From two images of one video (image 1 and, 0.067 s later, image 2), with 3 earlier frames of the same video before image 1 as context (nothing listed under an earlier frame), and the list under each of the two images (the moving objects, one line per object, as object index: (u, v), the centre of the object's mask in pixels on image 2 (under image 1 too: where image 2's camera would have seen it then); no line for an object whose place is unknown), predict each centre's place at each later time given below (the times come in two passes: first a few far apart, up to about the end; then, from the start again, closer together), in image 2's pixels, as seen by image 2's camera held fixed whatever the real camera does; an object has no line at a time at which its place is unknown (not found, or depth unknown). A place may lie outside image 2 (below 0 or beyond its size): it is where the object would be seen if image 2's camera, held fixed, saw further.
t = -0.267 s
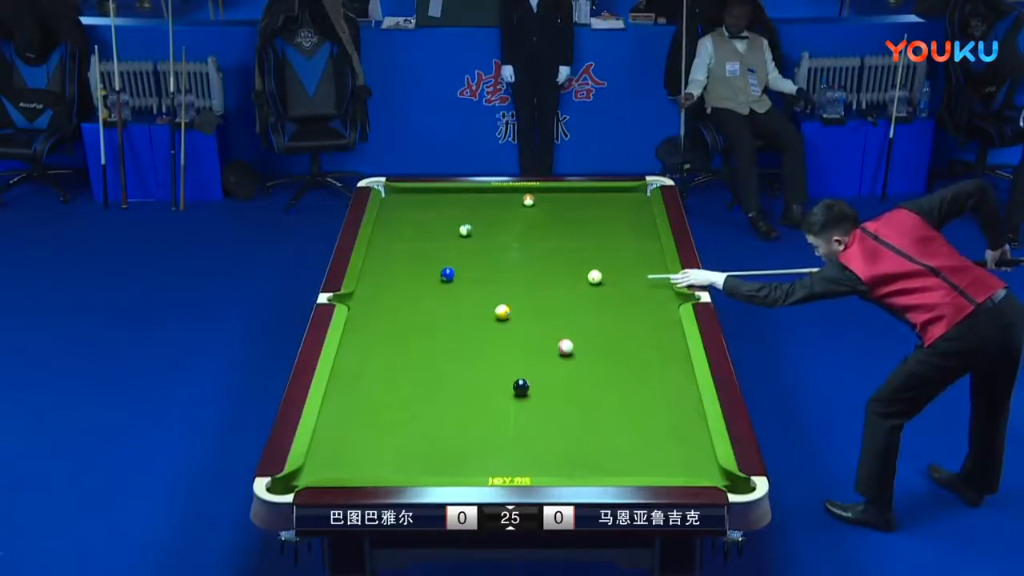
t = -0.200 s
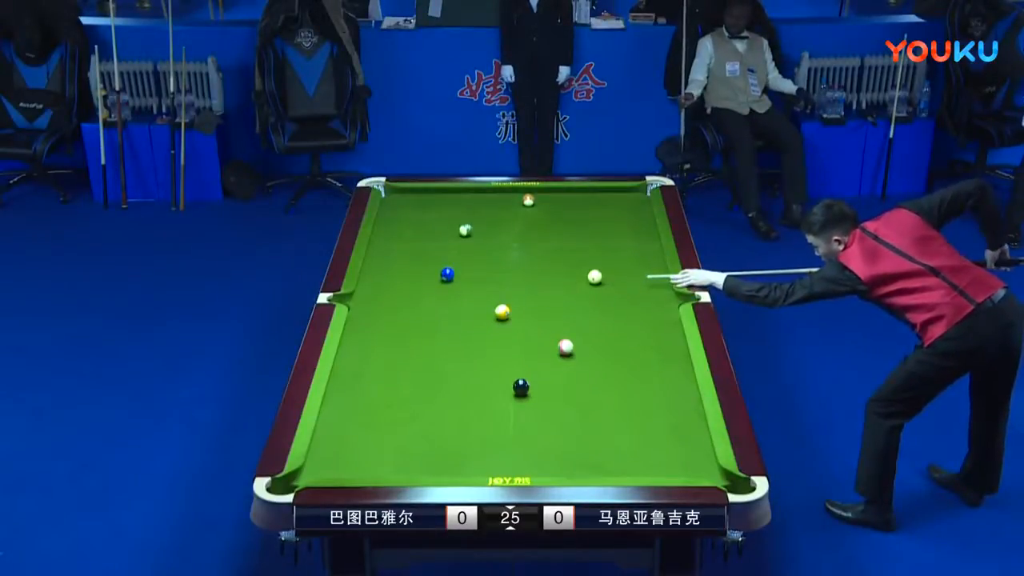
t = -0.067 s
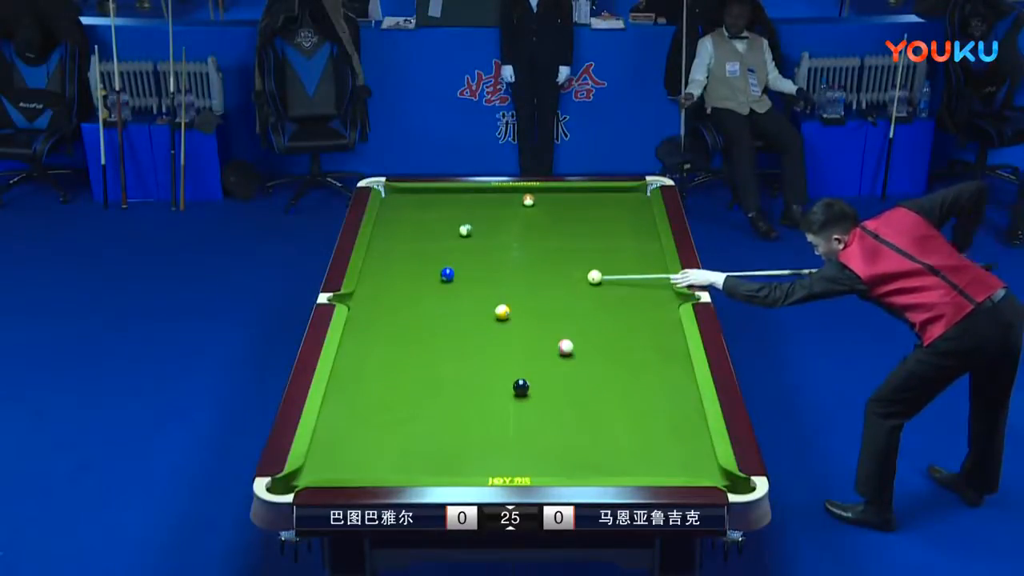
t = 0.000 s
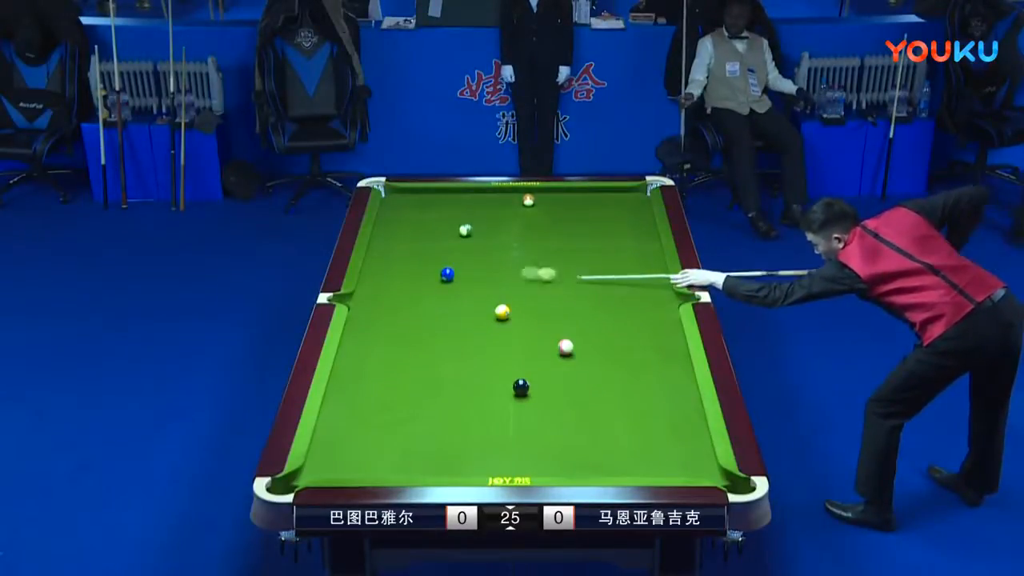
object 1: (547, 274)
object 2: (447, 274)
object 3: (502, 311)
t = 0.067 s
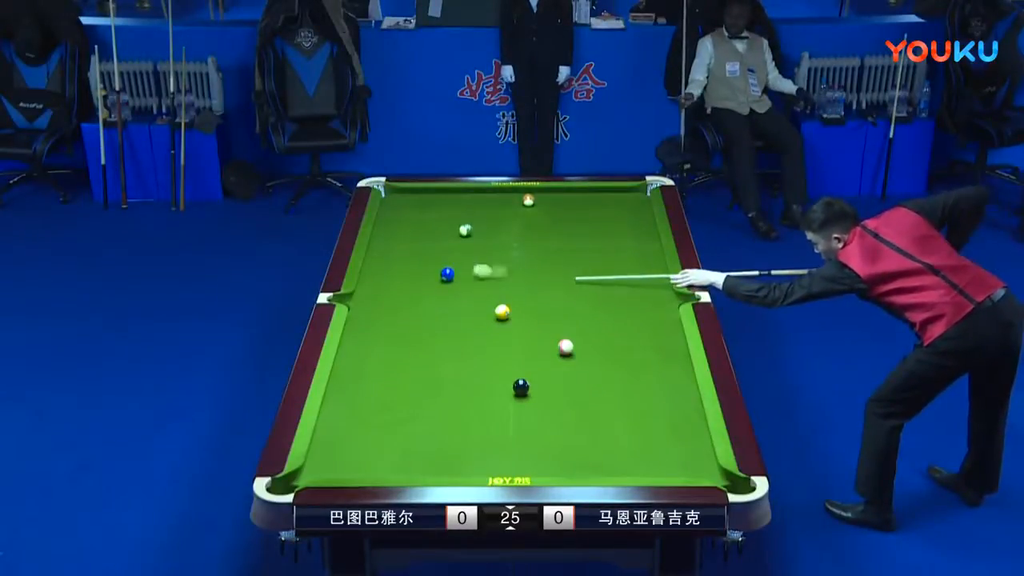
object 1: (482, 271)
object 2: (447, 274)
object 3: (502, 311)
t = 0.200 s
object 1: (427, 256)
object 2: (408, 287)
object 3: (502, 312)
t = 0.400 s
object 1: (381, 231)
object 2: (351, 301)
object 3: (502, 312)
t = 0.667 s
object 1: (435, 207)
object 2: (392, 290)
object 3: (502, 312)
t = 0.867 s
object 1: (469, 191)
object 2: (422, 284)
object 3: (502, 312)
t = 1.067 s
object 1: (504, 199)
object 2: (450, 279)
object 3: (502, 312)
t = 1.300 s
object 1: (545, 210)
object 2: (481, 274)
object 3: (502, 312)
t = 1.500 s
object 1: (580, 220)
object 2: (507, 270)
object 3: (502, 312)
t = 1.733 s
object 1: (622, 231)
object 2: (535, 265)
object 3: (502, 312)
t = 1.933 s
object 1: (651, 241)
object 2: (558, 261)
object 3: (502, 312)
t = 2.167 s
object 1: (626, 254)
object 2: (583, 257)
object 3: (502, 312)
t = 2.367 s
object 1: (606, 265)
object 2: (604, 251)
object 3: (502, 312)
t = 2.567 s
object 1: (585, 276)
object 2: (623, 249)
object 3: (502, 312)
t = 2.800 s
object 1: (561, 288)
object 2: (645, 246)
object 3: (502, 312)
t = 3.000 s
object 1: (541, 299)
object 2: (651, 243)
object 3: (502, 312)
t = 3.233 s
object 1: (517, 312)
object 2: (639, 241)
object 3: (501, 312)
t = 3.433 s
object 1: (513, 322)
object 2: (630, 240)
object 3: (484, 313)
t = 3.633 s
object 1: (509, 331)
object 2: (622, 238)
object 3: (469, 314)
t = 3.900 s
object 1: (503, 344)
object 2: (612, 238)
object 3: (451, 316)
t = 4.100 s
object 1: (499, 353)
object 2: (606, 237)
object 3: (439, 317)
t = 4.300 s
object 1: (495, 362)
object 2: (600, 236)
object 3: (427, 317)
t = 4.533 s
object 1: (491, 372)
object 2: (595, 235)
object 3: (414, 319)
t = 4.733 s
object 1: (487, 381)
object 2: (591, 235)
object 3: (404, 320)
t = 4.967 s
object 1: (483, 390)
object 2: (587, 234)
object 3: (394, 320)
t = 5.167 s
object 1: (480, 398)
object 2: (584, 233)
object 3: (385, 321)
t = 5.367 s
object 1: (476, 406)
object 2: (583, 233)
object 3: (378, 321)
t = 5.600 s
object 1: (473, 414)
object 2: (582, 233)
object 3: (370, 322)
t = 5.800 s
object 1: (471, 420)
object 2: (583, 233)
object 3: (365, 322)
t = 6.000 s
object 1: (469, 426)
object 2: (583, 233)
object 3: (360, 323)
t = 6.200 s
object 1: (466, 432)
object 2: (583, 233)
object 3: (356, 323)
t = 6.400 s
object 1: (464, 437)
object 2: (583, 234)
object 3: (353, 324)
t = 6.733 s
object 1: (461, 445)
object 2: (583, 234)
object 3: (352, 323)
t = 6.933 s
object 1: (460, 449)
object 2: (583, 233)
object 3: (352, 323)
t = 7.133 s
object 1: (459, 452)
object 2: (583, 234)
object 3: (352, 323)
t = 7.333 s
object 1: (457, 455)
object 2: (583, 233)
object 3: (352, 323)
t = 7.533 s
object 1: (457, 457)
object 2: (583, 234)
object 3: (352, 323)
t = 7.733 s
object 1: (456, 459)
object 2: (583, 234)
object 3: (352, 323)
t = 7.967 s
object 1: (456, 460)
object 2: (583, 234)
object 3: (352, 324)
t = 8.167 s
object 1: (456, 460)
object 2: (583, 234)
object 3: (352, 324)
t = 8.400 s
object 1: (456, 460)
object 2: (583, 234)
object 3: (352, 324)
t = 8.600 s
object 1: (456, 460)
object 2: (583, 234)
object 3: (352, 324)
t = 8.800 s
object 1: (456, 460)
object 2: (583, 234)
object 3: (352, 324)
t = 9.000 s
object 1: (456, 460)
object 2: (583, 234)
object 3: (352, 324)
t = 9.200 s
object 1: (456, 460)
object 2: (583, 234)
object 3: (352, 324)
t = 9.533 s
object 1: (456, 460)
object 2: (583, 234)
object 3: (352, 324)
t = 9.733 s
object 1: (456, 460)
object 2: (583, 234)
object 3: (352, 324)
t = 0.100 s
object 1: (466, 270)
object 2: (446, 274)
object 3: (502, 312)
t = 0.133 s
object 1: (447, 265)
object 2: (435, 278)
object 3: (502, 312)
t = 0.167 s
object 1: (434, 259)
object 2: (420, 283)
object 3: (502, 312)
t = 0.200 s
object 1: (427, 256)
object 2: (408, 287)
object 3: (502, 312)
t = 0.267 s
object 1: (403, 246)
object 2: (382, 295)
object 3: (502, 311)
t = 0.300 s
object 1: (397, 243)
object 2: (372, 298)
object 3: (502, 312)
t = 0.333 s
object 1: (387, 238)
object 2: (360, 302)
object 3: (502, 312)
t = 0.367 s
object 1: (378, 234)
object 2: (350, 304)
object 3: (502, 312)
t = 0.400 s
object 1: (381, 231)
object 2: (351, 301)
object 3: (502, 312)
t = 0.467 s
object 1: (396, 224)
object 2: (357, 295)
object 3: (502, 312)
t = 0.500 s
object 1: (403, 221)
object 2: (364, 294)
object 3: (502, 312)
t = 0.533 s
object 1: (410, 219)
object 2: (370, 293)
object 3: (502, 312)
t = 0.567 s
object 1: (416, 216)
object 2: (376, 292)
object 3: (502, 312)
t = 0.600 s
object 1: (422, 213)
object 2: (381, 291)
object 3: (502, 312)
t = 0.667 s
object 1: (435, 207)
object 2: (392, 290)
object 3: (502, 312)
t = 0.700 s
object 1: (441, 205)
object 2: (397, 289)
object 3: (502, 312)
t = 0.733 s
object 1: (447, 202)
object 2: (401, 288)
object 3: (502, 312)
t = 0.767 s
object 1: (453, 199)
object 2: (407, 287)
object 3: (502, 312)
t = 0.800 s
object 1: (458, 197)
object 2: (411, 286)
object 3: (502, 312)
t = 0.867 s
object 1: (469, 191)
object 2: (422, 284)
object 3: (502, 312)
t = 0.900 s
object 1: (475, 191)
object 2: (426, 284)
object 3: (502, 312)
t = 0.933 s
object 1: (480, 193)
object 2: (430, 283)
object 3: (502, 312)
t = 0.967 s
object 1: (487, 195)
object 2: (436, 282)
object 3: (502, 312)
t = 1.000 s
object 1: (492, 196)
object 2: (441, 281)
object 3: (502, 312)
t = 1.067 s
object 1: (504, 199)
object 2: (450, 279)
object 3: (502, 312)
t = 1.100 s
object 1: (510, 201)
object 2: (454, 279)
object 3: (502, 312)
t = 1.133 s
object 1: (515, 202)
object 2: (458, 278)
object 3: (502, 312)
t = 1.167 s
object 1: (521, 205)
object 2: (463, 277)
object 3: (502, 312)
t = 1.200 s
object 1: (528, 206)
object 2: (468, 276)
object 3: (502, 312)
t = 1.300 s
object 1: (545, 210)
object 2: (481, 274)
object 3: (502, 312)
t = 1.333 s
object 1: (550, 212)
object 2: (486, 273)
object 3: (502, 312)
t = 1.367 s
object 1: (557, 214)
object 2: (490, 273)
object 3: (502, 312)
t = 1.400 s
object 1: (562, 215)
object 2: (494, 272)
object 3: (502, 312)
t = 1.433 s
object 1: (568, 216)
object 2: (499, 271)
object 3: (502, 312)
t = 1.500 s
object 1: (580, 220)
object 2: (507, 270)
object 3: (502, 312)
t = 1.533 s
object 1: (586, 222)
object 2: (511, 269)
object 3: (502, 312)
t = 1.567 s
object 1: (593, 223)
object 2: (515, 269)
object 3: (502, 312)
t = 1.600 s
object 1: (598, 225)
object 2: (519, 267)
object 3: (502, 312)
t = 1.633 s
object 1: (604, 226)
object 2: (523, 266)
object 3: (502, 312)
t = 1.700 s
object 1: (616, 230)
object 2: (531, 265)
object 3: (502, 312)
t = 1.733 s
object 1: (622, 231)
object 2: (535, 265)
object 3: (502, 312)
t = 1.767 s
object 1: (629, 233)
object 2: (539, 264)
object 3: (502, 312)
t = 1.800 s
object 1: (635, 234)
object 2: (543, 263)
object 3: (502, 312)
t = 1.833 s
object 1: (641, 236)
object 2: (546, 263)
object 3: (502, 312)
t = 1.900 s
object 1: (653, 240)
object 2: (554, 262)
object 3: (502, 312)
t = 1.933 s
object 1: (651, 241)
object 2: (558, 261)
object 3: (502, 312)
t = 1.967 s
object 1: (647, 243)
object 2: (562, 260)
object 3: (502, 312)
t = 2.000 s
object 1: (643, 245)
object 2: (565, 260)
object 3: (502, 312)
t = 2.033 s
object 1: (640, 247)
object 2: (569, 259)
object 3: (502, 312)
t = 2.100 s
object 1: (633, 250)
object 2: (576, 258)
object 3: (502, 312)
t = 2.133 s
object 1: (630, 252)
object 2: (580, 257)
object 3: (502, 312)
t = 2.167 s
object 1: (626, 254)
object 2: (583, 257)
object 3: (502, 312)
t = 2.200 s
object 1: (623, 256)
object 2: (586, 256)
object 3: (502, 312)
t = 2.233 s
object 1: (620, 258)
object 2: (591, 255)
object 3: (502, 312)
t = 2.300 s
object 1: (613, 261)
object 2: (597, 254)
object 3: (502, 312)
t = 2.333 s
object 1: (610, 263)
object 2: (599, 253)
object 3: (502, 312)
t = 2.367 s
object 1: (606, 265)
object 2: (604, 251)
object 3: (502, 312)
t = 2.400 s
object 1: (602, 266)
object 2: (607, 252)
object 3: (502, 312)
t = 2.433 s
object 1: (599, 268)
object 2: (610, 252)
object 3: (502, 312)
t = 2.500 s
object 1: (592, 271)
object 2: (617, 250)
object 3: (502, 312)
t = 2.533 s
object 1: (589, 273)
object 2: (620, 250)
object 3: (502, 311)
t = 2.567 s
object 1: (585, 276)
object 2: (623, 249)
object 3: (502, 312)
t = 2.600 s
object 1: (582, 277)
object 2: (627, 249)
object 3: (502, 312)
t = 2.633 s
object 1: (579, 279)
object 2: (629, 248)
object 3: (502, 312)
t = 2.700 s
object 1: (572, 283)
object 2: (636, 247)
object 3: (502, 312)
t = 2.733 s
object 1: (568, 285)
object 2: (639, 247)
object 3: (502, 312)
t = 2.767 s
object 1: (564, 287)
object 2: (642, 246)
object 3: (502, 312)
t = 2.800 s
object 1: (561, 288)
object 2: (645, 246)
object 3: (502, 312)
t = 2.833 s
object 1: (558, 290)
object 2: (648, 246)
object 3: (502, 312)
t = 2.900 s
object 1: (551, 294)
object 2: (653, 245)
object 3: (502, 312)
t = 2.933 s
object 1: (547, 296)
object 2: (655, 244)
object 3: (502, 312)
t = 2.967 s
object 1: (544, 297)
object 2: (653, 244)
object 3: (502, 312)
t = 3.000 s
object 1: (541, 299)
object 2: (651, 243)
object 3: (502, 312)
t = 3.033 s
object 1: (537, 301)
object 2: (649, 243)
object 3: (502, 312)
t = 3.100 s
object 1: (530, 305)
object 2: (645, 243)
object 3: (502, 312)
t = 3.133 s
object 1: (526, 307)
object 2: (644, 242)
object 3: (502, 311)
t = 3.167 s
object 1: (523, 309)
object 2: (642, 242)
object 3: (502, 312)
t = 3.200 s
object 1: (519, 310)
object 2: (641, 242)
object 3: (502, 312)
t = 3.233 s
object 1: (517, 312)
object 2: (639, 241)
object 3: (501, 312)
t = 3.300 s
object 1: (516, 315)
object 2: (636, 241)
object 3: (494, 312)
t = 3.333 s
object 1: (515, 317)
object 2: (635, 241)
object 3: (492, 312)
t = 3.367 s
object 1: (515, 319)
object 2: (633, 241)
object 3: (489, 313)
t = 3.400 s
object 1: (514, 320)
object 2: (632, 241)
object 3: (487, 313)
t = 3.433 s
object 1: (513, 322)
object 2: (630, 240)
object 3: (484, 313)
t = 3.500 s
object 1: (512, 325)
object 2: (628, 240)
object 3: (479, 314)
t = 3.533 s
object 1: (511, 327)
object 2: (626, 239)
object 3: (477, 314)
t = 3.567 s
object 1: (511, 328)
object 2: (624, 239)
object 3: (474, 314)
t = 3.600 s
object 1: (510, 330)
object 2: (623, 239)
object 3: (472, 314)
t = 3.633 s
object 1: (509, 331)
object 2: (622, 238)
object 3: (469, 314)
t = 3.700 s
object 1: (508, 334)
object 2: (619, 239)
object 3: (465, 315)
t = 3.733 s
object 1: (507, 336)
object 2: (618, 238)
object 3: (463, 315)
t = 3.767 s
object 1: (506, 337)
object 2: (617, 238)
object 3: (460, 315)
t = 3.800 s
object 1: (505, 339)
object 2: (616, 238)
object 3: (458, 315)
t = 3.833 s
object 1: (505, 341)
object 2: (615, 238)
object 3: (456, 316)
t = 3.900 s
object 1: (503, 344)
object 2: (612, 238)
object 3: (451, 316)
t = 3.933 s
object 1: (502, 345)
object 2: (611, 237)
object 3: (449, 316)
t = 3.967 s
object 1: (502, 347)
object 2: (610, 237)
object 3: (447, 316)
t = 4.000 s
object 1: (501, 348)
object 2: (609, 237)
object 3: (445, 317)
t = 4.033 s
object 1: (501, 350)
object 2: (608, 237)
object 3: (443, 317)
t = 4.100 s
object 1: (499, 353)
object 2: (606, 237)
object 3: (439, 317)
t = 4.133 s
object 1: (498, 354)
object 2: (605, 236)
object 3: (437, 317)
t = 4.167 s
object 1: (498, 356)
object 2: (604, 236)
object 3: (435, 317)
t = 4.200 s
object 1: (497, 358)
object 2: (603, 236)
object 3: (433, 317)
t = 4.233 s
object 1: (497, 359)
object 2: (602, 236)
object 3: (431, 317)
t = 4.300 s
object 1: (495, 362)
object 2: (600, 236)
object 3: (427, 317)
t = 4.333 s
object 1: (495, 363)
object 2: (599, 236)
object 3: (425, 318)
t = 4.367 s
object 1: (494, 365)
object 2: (599, 236)
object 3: (423, 318)
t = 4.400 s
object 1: (493, 366)
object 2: (598, 236)
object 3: (421, 318)
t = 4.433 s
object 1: (492, 368)
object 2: (597, 235)
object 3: (419, 318)
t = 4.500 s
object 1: (491, 371)
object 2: (595, 235)
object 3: (416, 319)
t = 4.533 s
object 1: (491, 372)
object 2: (595, 235)
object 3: (414, 319)
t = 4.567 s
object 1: (490, 373)
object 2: (594, 235)
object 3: (413, 319)
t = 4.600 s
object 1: (489, 375)
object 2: (593, 235)
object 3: (411, 319)
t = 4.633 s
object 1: (489, 376)
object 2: (593, 235)
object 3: (409, 319)
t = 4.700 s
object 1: (488, 379)
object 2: (592, 235)
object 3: (406, 319)
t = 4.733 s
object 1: (487, 381)
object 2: (591, 235)
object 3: (404, 320)
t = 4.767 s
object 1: (486, 382)
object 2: (590, 234)
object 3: (402, 320)
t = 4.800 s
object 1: (486, 383)
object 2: (589, 234)
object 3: (401, 320)
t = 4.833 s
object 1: (485, 385)
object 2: (589, 234)
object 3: (399, 320)
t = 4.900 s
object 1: (484, 387)
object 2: (588, 234)
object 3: (396, 320)
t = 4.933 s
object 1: (483, 389)
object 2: (588, 234)
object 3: (395, 321)
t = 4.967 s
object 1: (483, 390)
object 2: (587, 234)
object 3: (394, 320)
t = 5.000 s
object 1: (482, 392)
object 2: (586, 234)
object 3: (392, 321)
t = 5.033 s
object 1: (482, 393)
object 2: (586, 234)
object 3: (391, 321)
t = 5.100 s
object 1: (481, 396)
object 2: (585, 234)
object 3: (388, 321)
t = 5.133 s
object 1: (480, 397)
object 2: (585, 234)
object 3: (387, 321)
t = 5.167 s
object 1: (480, 398)
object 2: (584, 233)
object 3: (385, 321)
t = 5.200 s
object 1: (479, 399)
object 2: (584, 233)
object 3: (384, 321)
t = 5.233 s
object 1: (478, 401)
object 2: (584, 233)
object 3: (383, 321)
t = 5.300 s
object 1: (477, 403)
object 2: (583, 234)
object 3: (380, 321)
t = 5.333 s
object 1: (477, 404)
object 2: (583, 234)
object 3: (379, 321)
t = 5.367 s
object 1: (476, 406)
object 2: (583, 233)
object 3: (378, 321)
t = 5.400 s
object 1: (476, 407)
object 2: (583, 233)
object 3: (376, 321)
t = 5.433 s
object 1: (475, 408)
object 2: (583, 233)
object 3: (375, 322)
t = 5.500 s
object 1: (475, 410)
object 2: (582, 233)
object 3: (373, 322)
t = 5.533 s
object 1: (474, 411)
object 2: (582, 233)
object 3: (372, 322)
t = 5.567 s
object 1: (474, 413)
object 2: (582, 233)
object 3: (371, 322)
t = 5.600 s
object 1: (473, 414)
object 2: (582, 233)
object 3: (370, 322)
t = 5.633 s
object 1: (473, 415)
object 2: (582, 233)
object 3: (369, 322)
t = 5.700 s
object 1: (472, 417)
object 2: (582, 233)
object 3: (368, 322)
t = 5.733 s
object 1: (472, 418)
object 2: (582, 233)
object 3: (367, 322)
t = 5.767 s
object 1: (471, 419)
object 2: (583, 233)
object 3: (366, 322)
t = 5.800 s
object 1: (471, 420)
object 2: (583, 233)
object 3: (365, 322)
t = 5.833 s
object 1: (471, 421)
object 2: (583, 233)
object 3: (364, 323)
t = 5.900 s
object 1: (470, 423)
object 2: (583, 233)
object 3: (363, 323)
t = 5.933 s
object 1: (469, 424)
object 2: (583, 233)
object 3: (362, 323)
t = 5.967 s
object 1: (469, 426)
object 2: (583, 233)
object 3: (360, 323)
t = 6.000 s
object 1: (469, 426)
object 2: (583, 233)
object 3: (360, 323)
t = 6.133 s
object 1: (467, 431)
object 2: (583, 233)
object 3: (358, 323)
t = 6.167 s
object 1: (467, 431)
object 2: (583, 233)
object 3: (356, 323)
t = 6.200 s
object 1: (466, 432)
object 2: (583, 233)
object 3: (356, 323)
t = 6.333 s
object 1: (465, 436)
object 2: (583, 233)
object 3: (354, 324)
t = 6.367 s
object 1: (465, 437)
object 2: (583, 234)
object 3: (354, 324)
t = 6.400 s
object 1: (464, 437)
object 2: (583, 234)
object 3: (353, 324)
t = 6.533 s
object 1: (463, 440)
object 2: (583, 234)
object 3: (352, 324)
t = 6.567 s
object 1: (463, 441)
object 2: (583, 234)
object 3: (352, 323)
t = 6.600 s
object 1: (463, 442)
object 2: (583, 234)
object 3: (352, 324)
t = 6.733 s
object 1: (461, 445)
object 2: (583, 234)
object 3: (352, 323)
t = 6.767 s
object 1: (461, 445)
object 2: (583, 234)
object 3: (352, 324)
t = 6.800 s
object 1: (461, 446)
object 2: (583, 234)
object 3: (352, 323)
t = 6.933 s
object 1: (460, 449)
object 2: (583, 233)
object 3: (352, 323)
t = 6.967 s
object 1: (460, 450)
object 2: (583, 234)
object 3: (352, 323)
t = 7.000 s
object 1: (460, 450)
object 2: (583, 234)
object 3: (352, 323)
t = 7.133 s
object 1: (459, 452)
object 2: (583, 234)
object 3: (352, 323)
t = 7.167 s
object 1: (459, 453)
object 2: (583, 233)
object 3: (352, 323)
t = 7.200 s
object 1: (458, 453)
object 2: (583, 233)
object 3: (352, 323)
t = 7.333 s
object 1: (457, 455)
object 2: (583, 233)
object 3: (352, 323)
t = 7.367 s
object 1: (457, 455)
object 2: (583, 233)
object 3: (352, 323)
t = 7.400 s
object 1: (457, 455)
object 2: (583, 233)
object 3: (352, 323)
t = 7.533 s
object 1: (457, 457)
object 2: (583, 234)
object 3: (352, 323)
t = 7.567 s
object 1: (456, 457)
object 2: (583, 234)
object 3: (352, 323)
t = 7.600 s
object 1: (456, 457)
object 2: (583, 234)
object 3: (352, 323)
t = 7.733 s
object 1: (456, 459)
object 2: (583, 234)
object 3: (352, 323)
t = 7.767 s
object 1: (456, 459)
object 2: (583, 234)
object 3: (352, 323)
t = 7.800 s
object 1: (456, 459)
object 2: (583, 234)
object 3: (352, 323)
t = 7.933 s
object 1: (456, 459)
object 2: (583, 234)
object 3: (352, 323)
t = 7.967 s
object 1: (456, 460)
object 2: (583, 234)
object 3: (352, 324)
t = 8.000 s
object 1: (456, 460)
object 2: (583, 234)
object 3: (352, 324)
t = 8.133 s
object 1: (456, 460)
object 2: (583, 234)
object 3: (352, 324)
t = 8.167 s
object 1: (456, 460)
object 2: (583, 234)
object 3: (352, 324)
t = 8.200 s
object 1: (456, 460)
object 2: (583, 234)
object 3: (352, 324)
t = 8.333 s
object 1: (456, 460)
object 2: (583, 234)
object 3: (352, 324)
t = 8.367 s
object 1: (456, 460)
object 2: (583, 234)
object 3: (352, 324)
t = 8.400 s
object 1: (456, 460)
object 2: (583, 234)
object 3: (352, 324)
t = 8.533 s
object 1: (456, 460)
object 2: (583, 234)
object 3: (352, 323)
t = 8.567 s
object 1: (456, 460)
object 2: (583, 234)
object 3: (352, 323)
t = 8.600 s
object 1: (456, 460)
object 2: (583, 234)
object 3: (352, 324)
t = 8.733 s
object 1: (456, 460)
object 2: (583, 234)
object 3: (352, 324)
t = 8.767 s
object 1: (456, 460)
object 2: (583, 234)
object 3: (352, 324)
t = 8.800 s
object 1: (456, 460)
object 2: (583, 234)
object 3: (352, 324)
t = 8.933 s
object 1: (456, 460)
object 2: (583, 234)
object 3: (352, 324)
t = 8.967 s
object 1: (456, 460)
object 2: (583, 234)
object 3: (352, 324)
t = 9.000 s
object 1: (456, 460)
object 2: (583, 234)
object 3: (352, 324)
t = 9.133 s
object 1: (456, 459)
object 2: (583, 234)
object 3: (352, 324)
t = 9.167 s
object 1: (456, 460)
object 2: (583, 234)
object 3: (352, 324)
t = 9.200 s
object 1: (456, 460)
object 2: (583, 234)
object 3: (352, 324)
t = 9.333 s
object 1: (456, 460)
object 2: (583, 234)
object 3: (352, 324)
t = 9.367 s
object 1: (456, 460)
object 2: (583, 234)
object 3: (352, 324)
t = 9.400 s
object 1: (456, 460)
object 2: (583, 234)
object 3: (352, 324)
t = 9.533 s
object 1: (456, 460)
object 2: (583, 234)
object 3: (352, 324)
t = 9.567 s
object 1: (456, 460)
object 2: (583, 234)
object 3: (352, 324)
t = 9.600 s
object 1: (456, 460)
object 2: (583, 234)
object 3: (352, 324)
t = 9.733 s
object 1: (456, 460)
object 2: (583, 234)
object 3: (352, 324)
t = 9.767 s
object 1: (456, 460)
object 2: (583, 233)
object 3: (352, 324)
